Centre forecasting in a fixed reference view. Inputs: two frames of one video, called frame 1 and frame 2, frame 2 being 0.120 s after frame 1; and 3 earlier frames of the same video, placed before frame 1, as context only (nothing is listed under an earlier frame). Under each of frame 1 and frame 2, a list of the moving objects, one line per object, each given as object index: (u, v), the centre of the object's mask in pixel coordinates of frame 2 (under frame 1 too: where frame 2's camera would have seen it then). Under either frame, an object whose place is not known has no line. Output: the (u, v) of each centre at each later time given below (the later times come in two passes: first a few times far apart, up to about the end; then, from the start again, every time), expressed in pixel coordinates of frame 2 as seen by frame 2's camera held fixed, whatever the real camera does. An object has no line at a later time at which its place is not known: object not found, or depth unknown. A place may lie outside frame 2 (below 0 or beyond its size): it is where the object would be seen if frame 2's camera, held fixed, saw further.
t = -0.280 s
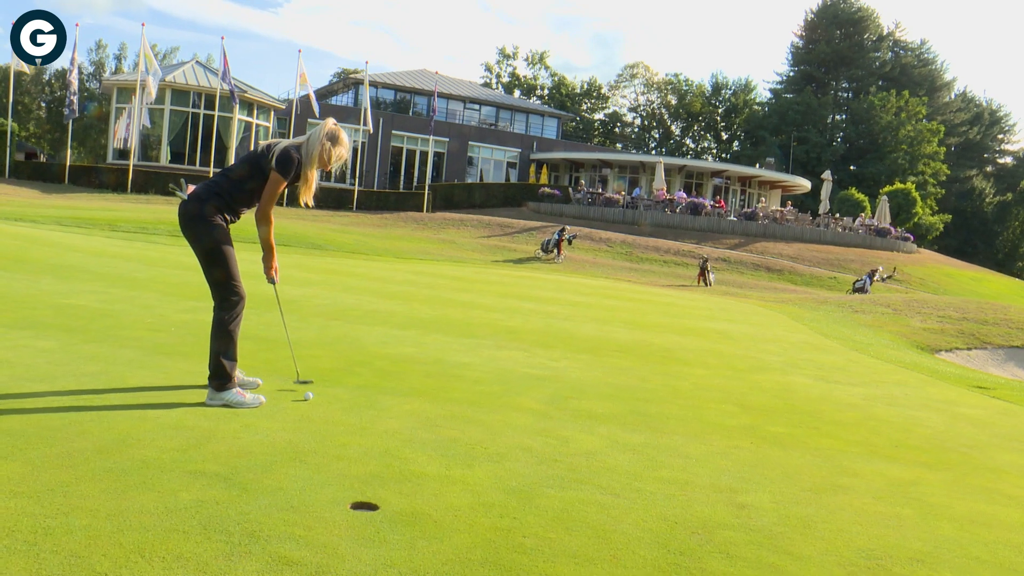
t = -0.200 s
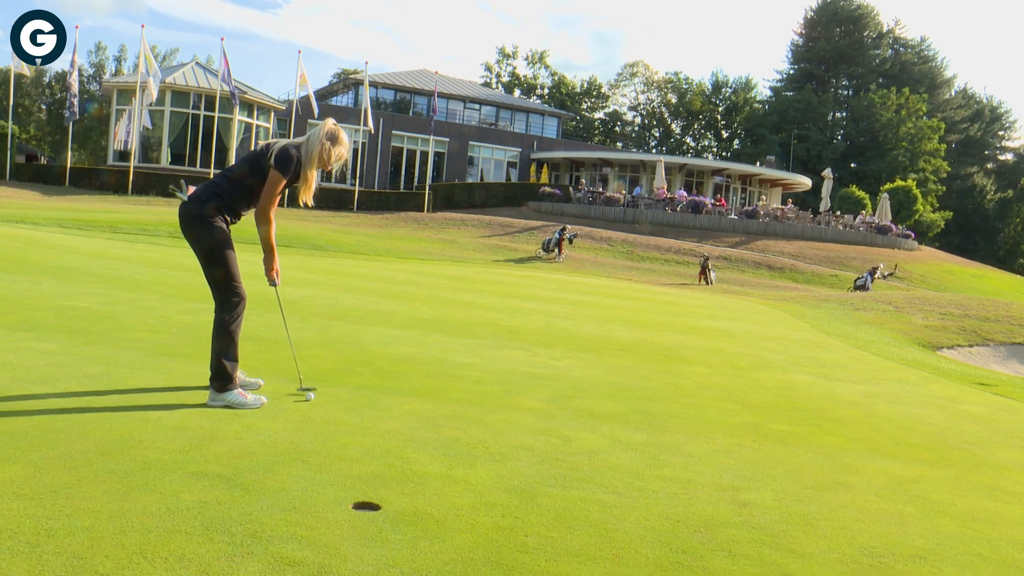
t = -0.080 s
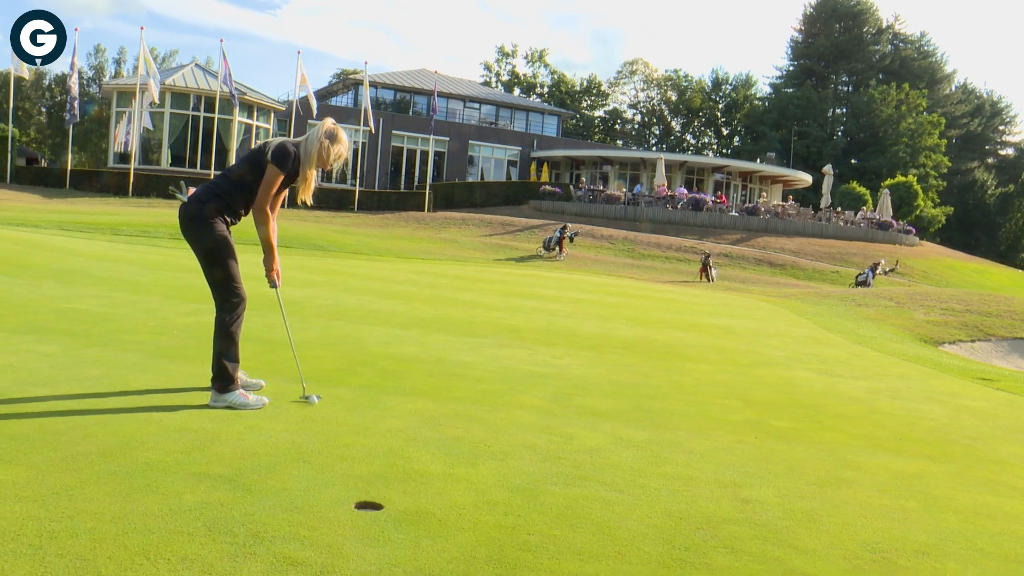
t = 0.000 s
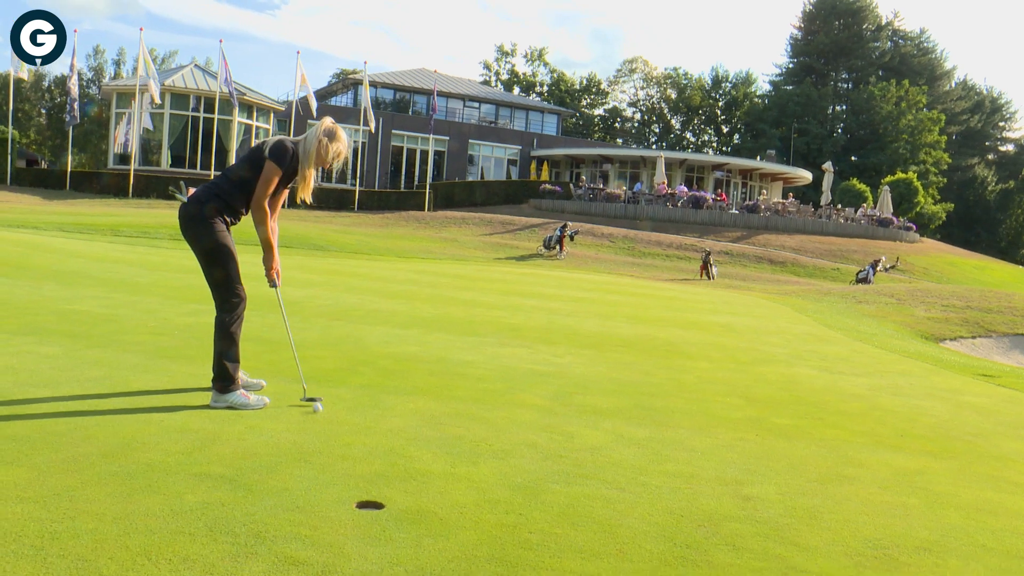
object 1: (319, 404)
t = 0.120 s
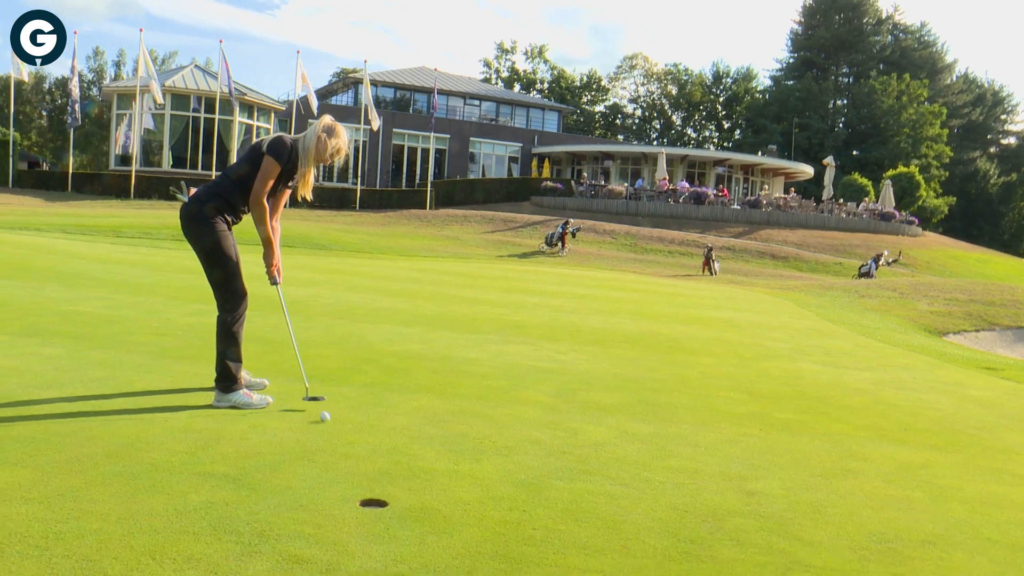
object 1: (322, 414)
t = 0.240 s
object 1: (329, 426)
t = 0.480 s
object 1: (339, 449)
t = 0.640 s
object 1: (346, 465)
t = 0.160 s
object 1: (325, 417)
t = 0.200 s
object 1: (327, 420)
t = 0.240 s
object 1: (329, 426)
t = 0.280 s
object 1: (331, 430)
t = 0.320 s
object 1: (332, 431)
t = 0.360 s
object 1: (333, 434)
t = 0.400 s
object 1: (335, 438)
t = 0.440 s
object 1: (335, 443)
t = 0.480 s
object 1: (339, 449)
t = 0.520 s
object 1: (340, 453)
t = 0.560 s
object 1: (342, 456)
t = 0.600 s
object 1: (342, 459)
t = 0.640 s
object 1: (346, 465)
